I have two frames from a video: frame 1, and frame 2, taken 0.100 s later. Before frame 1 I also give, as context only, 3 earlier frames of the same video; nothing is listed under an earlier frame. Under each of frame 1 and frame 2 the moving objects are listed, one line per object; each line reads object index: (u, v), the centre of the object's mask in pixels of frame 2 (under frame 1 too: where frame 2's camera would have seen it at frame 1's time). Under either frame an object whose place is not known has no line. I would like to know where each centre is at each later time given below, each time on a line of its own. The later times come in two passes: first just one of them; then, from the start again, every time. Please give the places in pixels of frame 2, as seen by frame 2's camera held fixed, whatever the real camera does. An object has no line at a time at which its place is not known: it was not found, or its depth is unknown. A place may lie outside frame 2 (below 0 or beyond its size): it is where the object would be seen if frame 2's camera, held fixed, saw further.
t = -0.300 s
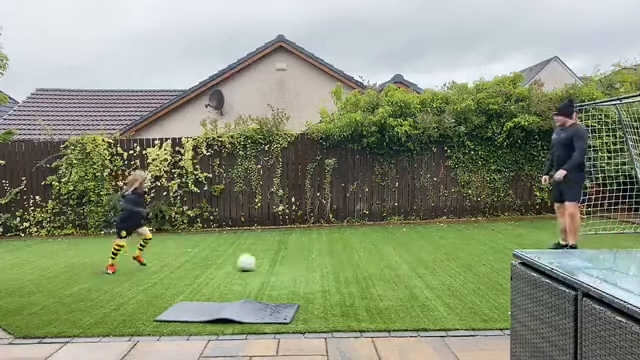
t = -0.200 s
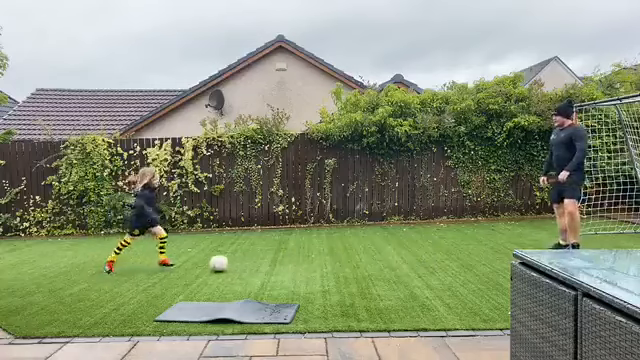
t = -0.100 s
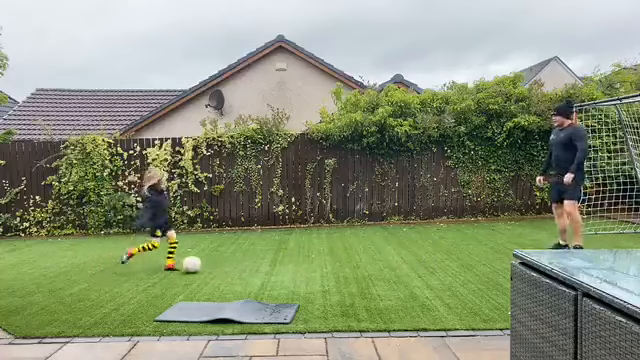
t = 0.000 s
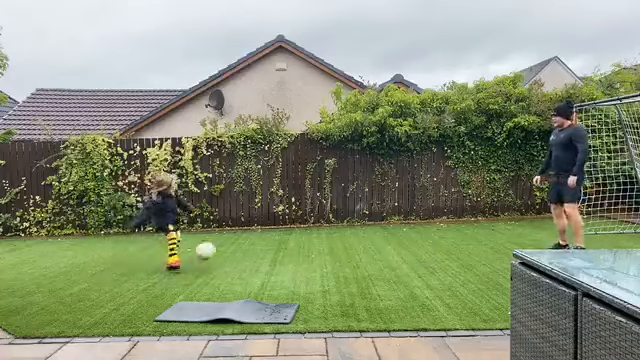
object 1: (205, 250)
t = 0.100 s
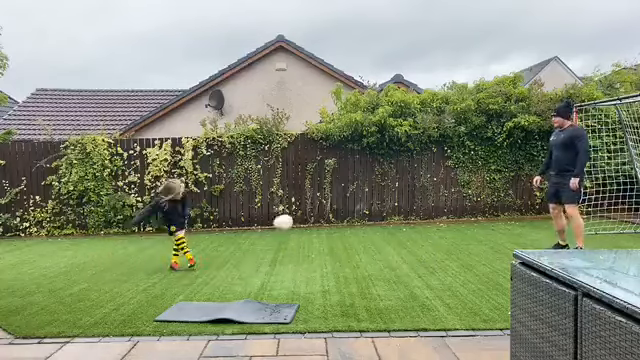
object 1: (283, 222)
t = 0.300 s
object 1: (420, 195)
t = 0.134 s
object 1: (307, 215)
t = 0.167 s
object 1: (331, 209)
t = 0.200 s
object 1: (354, 204)
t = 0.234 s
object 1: (376, 200)
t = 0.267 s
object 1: (398, 197)
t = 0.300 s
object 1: (420, 195)
